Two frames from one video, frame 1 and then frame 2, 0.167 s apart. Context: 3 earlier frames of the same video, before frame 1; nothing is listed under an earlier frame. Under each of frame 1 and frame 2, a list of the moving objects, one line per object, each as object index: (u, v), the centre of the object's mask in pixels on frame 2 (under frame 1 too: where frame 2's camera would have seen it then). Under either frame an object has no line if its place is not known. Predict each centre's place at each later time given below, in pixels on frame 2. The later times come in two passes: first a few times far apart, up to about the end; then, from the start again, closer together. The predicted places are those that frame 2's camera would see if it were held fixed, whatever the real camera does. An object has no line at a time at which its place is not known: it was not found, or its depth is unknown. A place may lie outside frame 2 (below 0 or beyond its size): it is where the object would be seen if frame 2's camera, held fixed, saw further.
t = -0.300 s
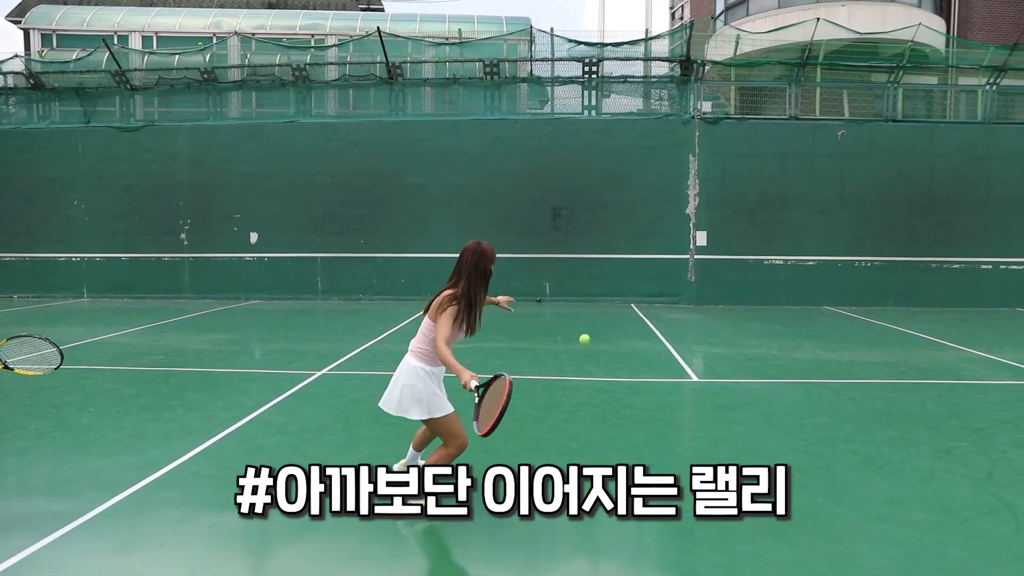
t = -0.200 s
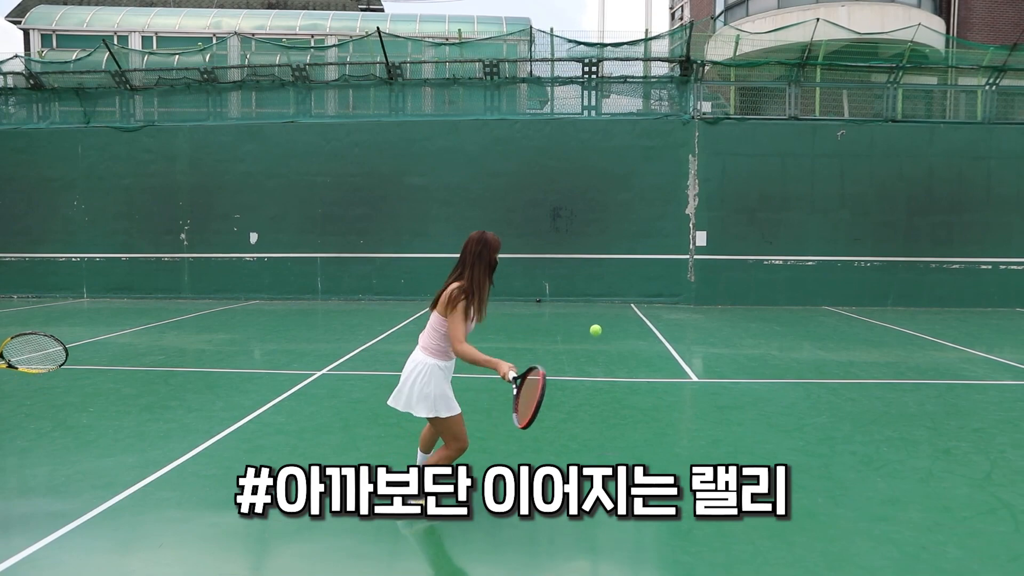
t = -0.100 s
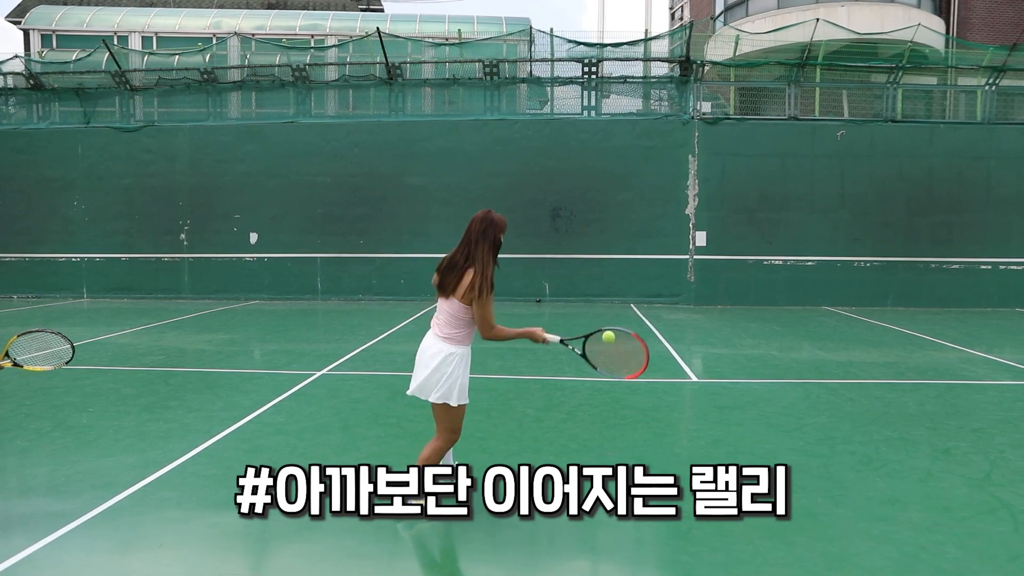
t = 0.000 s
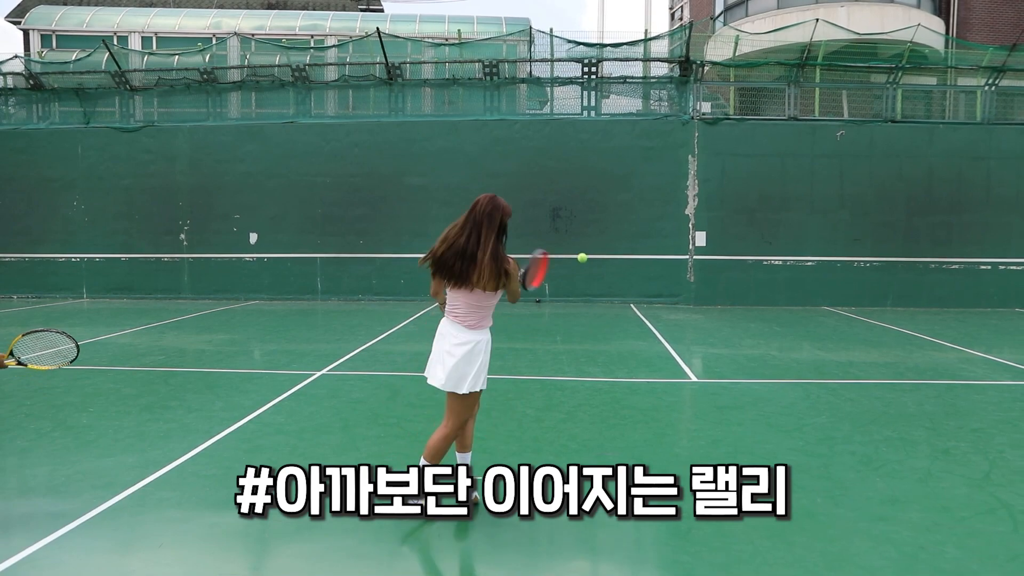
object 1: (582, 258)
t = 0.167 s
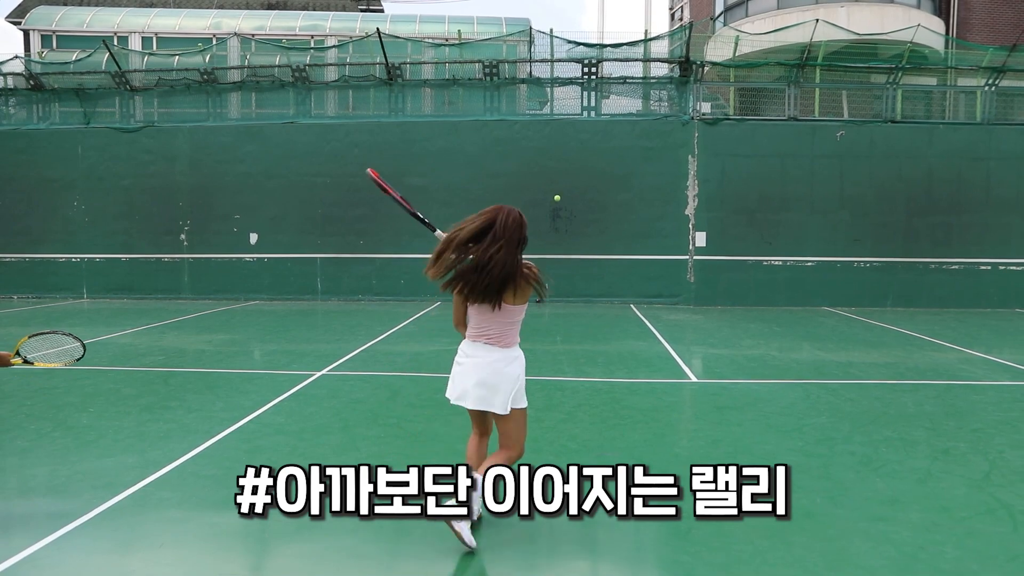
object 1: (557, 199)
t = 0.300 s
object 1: (549, 188)
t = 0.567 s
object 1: (538, 194)
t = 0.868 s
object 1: (513, 224)
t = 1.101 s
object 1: (479, 313)
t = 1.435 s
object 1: (422, 295)
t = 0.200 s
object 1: (554, 194)
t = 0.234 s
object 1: (552, 191)
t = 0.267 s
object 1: (550, 189)
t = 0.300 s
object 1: (549, 188)
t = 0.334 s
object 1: (547, 188)
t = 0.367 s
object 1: (546, 189)
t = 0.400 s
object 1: (545, 190)
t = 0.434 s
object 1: (544, 191)
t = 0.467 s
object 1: (543, 193)
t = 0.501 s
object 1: (542, 196)
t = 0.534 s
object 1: (540, 195)
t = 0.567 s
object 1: (538, 194)
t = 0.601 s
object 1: (536, 195)
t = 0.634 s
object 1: (533, 195)
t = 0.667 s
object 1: (531, 197)
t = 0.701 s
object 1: (528, 200)
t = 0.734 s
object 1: (526, 203)
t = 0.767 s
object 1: (523, 206)
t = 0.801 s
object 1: (520, 211)
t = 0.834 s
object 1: (516, 217)
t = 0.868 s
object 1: (513, 224)
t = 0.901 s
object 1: (509, 232)
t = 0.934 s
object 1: (505, 242)
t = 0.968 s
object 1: (500, 252)
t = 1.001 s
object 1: (495, 265)
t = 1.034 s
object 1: (490, 279)
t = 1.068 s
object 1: (485, 295)
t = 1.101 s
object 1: (479, 313)
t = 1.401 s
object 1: (428, 303)
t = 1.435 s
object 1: (422, 295)
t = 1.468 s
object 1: (415, 287)
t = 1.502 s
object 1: (408, 281)
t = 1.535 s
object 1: (400, 275)
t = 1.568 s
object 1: (393, 271)
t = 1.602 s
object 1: (384, 268)
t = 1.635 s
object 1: (375, 266)
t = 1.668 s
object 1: (365, 265)
